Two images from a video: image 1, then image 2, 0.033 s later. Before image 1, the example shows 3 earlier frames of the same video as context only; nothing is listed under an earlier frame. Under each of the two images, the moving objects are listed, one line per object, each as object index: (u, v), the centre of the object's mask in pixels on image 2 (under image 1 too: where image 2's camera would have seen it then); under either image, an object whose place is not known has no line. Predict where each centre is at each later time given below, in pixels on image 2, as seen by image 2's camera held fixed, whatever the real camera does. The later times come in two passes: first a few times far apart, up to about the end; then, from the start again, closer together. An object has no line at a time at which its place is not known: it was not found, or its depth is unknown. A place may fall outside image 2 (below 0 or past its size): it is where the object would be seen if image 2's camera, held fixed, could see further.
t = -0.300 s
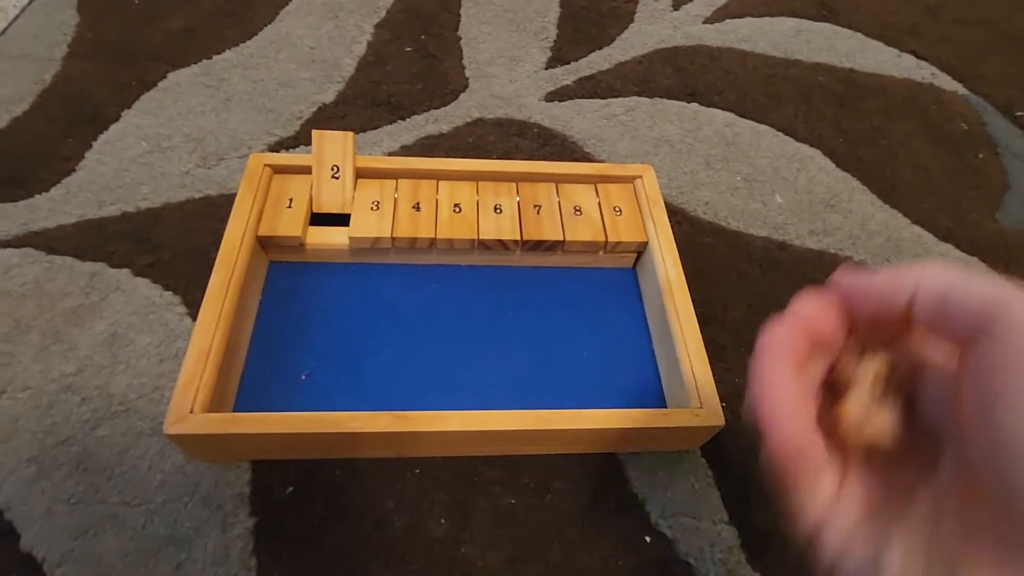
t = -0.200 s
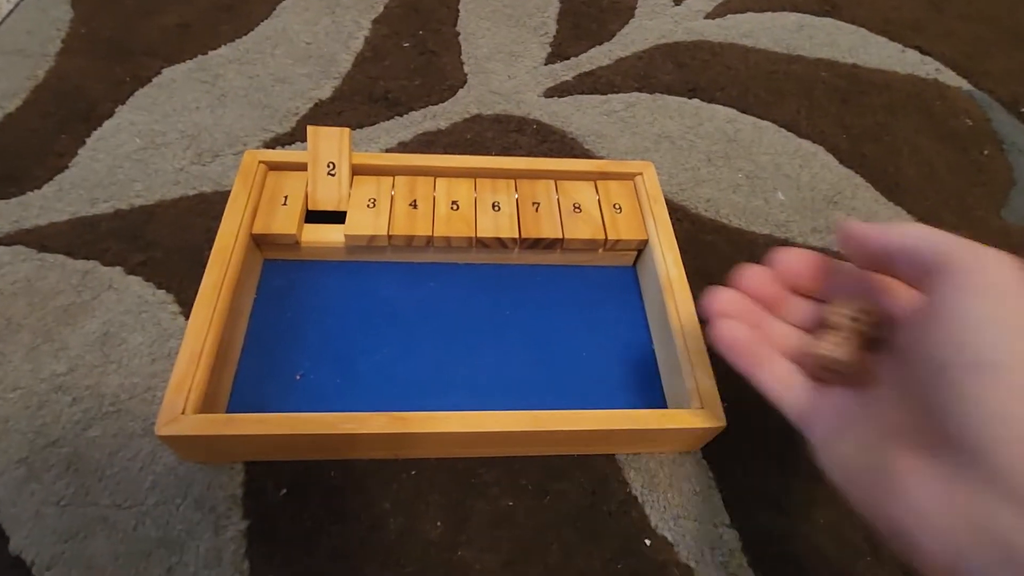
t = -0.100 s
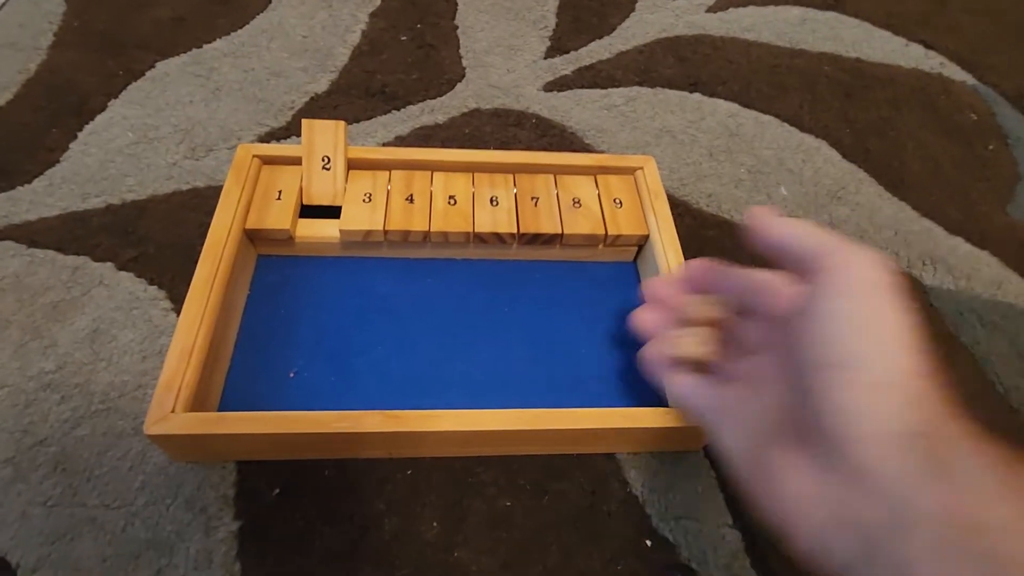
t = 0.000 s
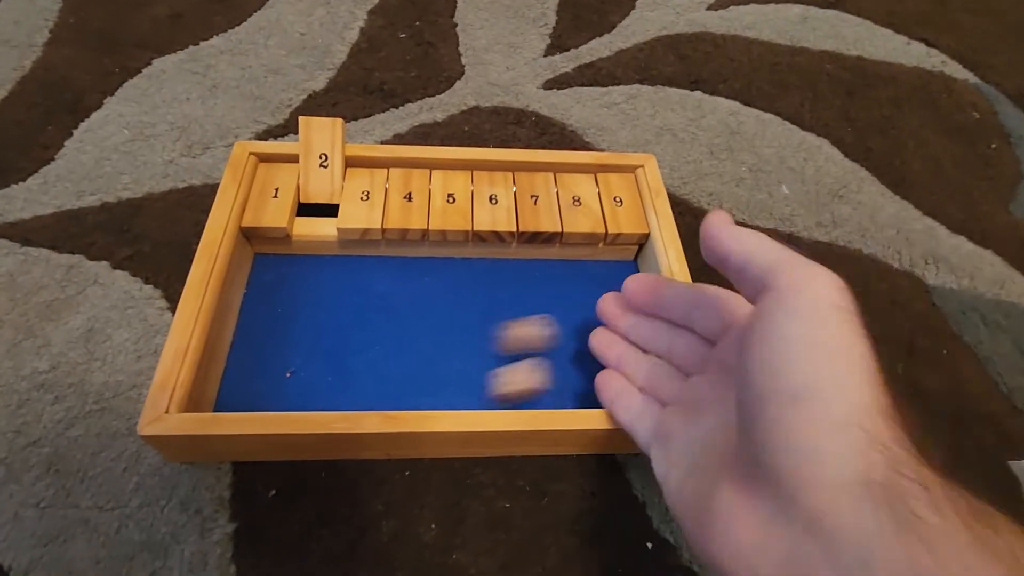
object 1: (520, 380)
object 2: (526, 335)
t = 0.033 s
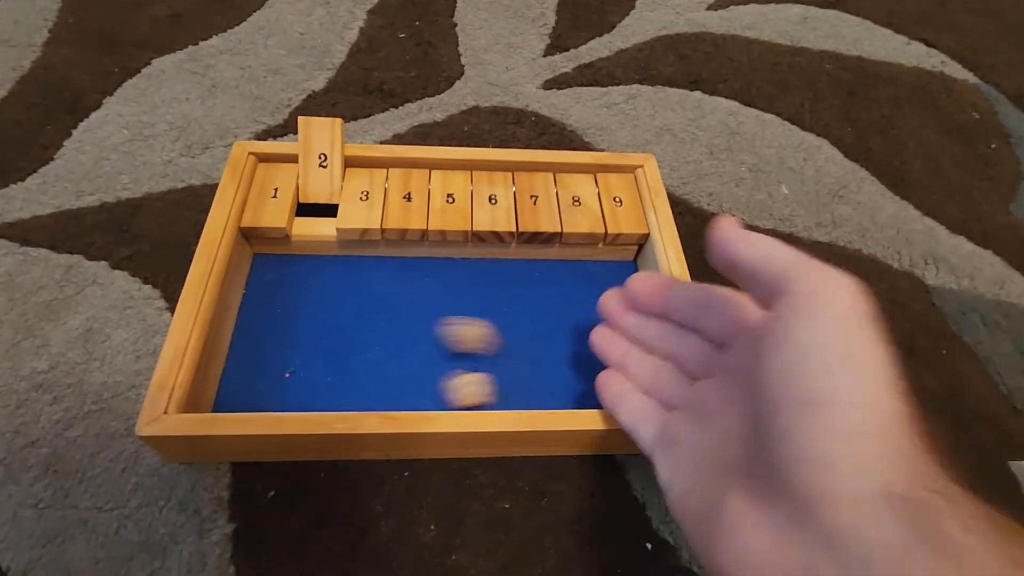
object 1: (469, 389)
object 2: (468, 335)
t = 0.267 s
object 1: (237, 378)
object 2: (320, 352)
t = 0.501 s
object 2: (460, 366)
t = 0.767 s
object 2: (548, 397)
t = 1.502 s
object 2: (556, 388)
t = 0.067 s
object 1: (428, 389)
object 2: (416, 334)
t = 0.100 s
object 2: (362, 339)
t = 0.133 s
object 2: (308, 337)
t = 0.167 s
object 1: (309, 397)
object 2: (255, 336)
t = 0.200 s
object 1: (273, 393)
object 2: (263, 338)
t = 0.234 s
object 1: (243, 386)
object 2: (296, 349)
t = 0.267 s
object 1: (237, 378)
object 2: (320, 352)
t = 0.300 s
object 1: (252, 374)
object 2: (344, 357)
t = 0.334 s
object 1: (264, 371)
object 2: (364, 362)
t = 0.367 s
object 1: (271, 369)
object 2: (386, 362)
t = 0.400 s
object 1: (276, 370)
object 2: (403, 363)
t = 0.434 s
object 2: (423, 364)
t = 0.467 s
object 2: (441, 365)
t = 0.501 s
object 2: (460, 366)
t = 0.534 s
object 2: (473, 371)
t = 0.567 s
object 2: (486, 375)
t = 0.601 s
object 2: (499, 381)
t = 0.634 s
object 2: (513, 387)
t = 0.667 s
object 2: (523, 393)
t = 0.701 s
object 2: (532, 397)
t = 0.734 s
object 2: (542, 398)
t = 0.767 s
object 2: (548, 397)
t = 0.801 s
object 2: (555, 392)
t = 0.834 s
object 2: (556, 387)
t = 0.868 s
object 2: (557, 384)
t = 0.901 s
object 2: (556, 386)
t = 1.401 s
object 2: (556, 387)
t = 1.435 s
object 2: (556, 388)
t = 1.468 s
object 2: (556, 388)
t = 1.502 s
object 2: (556, 388)
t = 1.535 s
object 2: (556, 388)
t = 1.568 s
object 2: (556, 387)
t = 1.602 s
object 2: (556, 387)
